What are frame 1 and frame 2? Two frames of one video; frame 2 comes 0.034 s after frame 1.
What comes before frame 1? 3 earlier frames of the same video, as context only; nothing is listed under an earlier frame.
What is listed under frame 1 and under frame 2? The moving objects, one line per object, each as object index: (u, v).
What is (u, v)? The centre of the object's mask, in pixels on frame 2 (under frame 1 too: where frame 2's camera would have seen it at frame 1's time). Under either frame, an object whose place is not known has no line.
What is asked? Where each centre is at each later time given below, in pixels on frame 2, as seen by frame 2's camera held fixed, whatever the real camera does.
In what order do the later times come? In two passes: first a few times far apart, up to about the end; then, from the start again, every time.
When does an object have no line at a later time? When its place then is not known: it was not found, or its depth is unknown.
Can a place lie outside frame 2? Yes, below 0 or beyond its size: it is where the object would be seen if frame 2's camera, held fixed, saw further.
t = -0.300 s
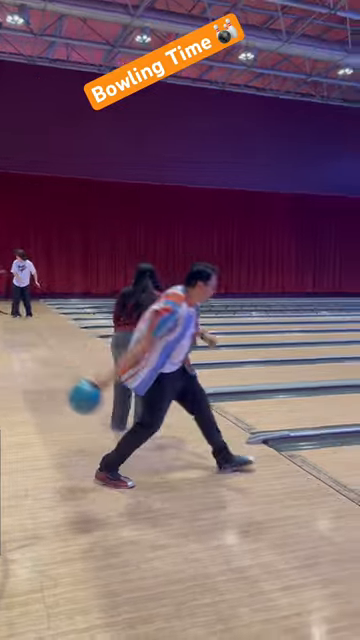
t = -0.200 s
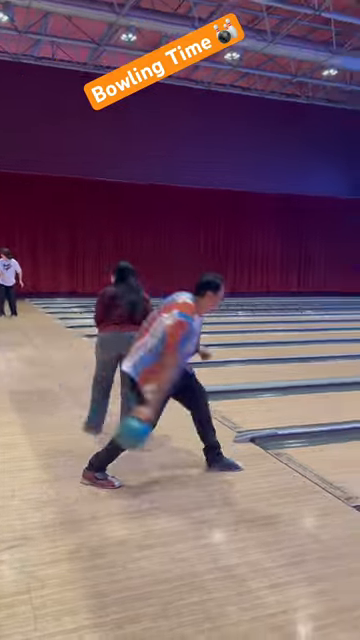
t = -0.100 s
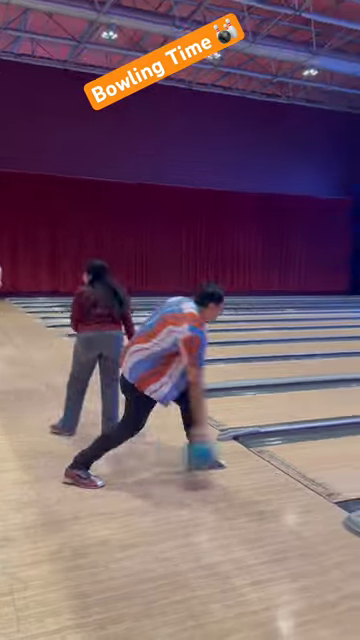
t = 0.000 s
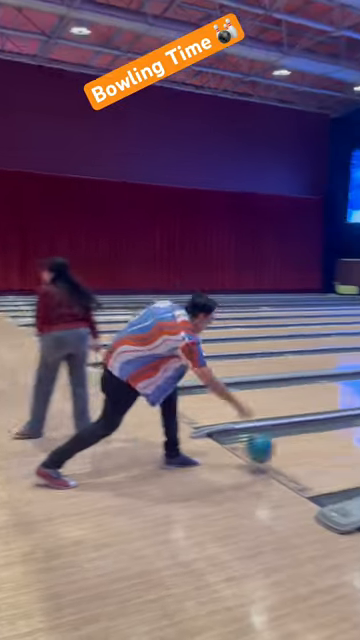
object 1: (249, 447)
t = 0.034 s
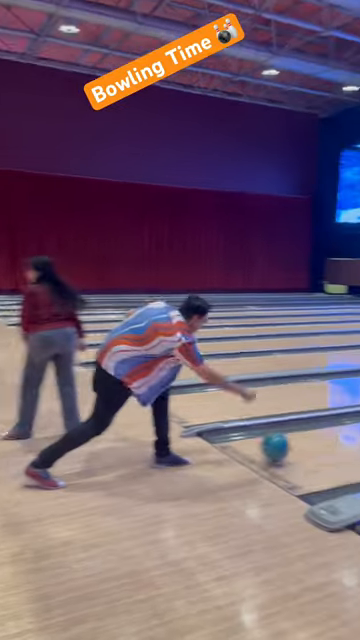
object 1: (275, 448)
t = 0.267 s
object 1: (426, 426)
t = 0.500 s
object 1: (536, 409)
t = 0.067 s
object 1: (299, 447)
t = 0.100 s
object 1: (323, 443)
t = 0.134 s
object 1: (345, 440)
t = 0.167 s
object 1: (367, 436)
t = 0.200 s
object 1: (387, 433)
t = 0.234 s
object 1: (407, 430)
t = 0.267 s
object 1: (426, 426)
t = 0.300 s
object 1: (444, 423)
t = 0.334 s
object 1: (461, 421)
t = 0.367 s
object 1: (477, 418)
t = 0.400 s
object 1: (492, 415)
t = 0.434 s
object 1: (507, 413)
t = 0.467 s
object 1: (521, 411)
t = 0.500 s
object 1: (536, 409)
